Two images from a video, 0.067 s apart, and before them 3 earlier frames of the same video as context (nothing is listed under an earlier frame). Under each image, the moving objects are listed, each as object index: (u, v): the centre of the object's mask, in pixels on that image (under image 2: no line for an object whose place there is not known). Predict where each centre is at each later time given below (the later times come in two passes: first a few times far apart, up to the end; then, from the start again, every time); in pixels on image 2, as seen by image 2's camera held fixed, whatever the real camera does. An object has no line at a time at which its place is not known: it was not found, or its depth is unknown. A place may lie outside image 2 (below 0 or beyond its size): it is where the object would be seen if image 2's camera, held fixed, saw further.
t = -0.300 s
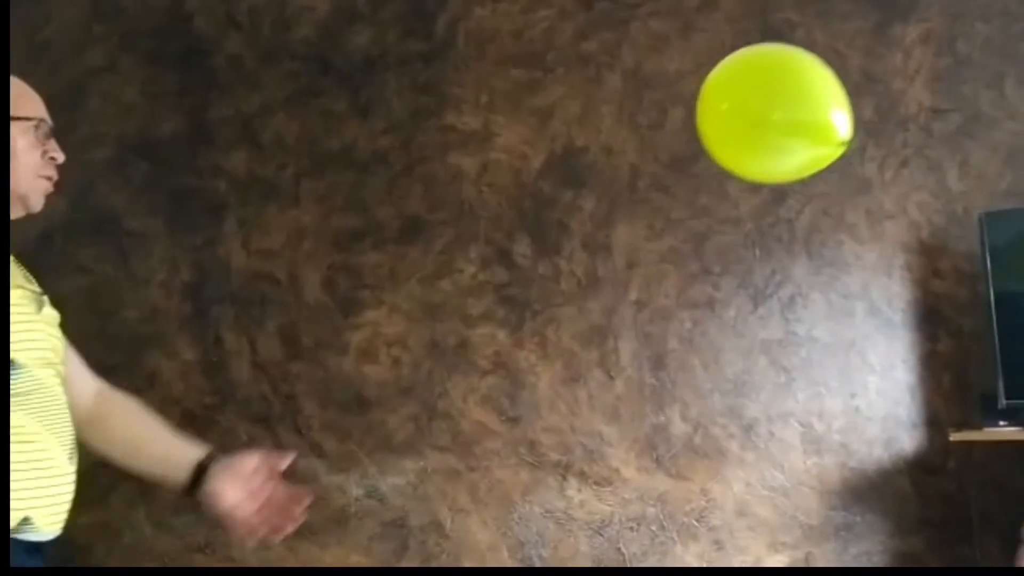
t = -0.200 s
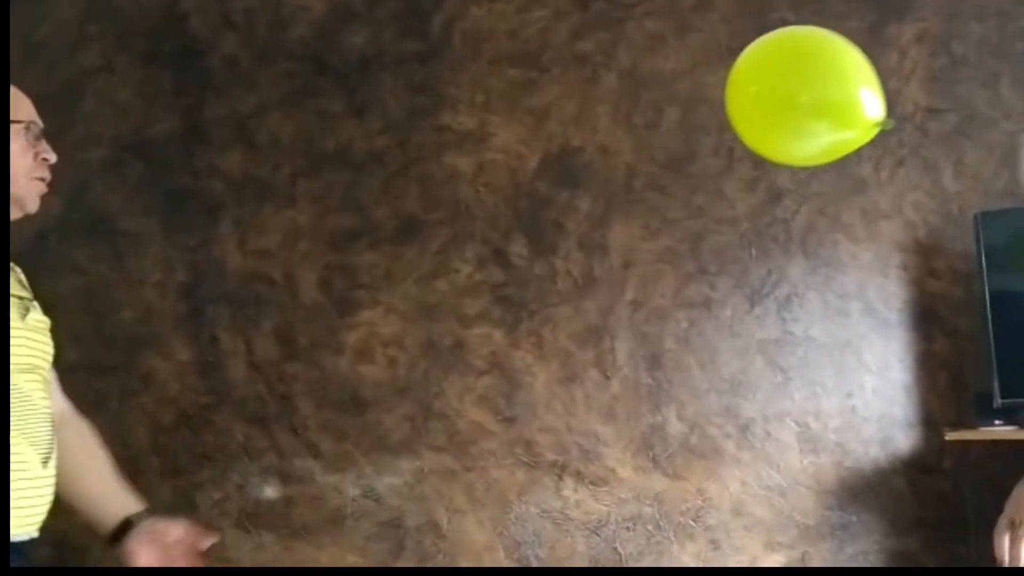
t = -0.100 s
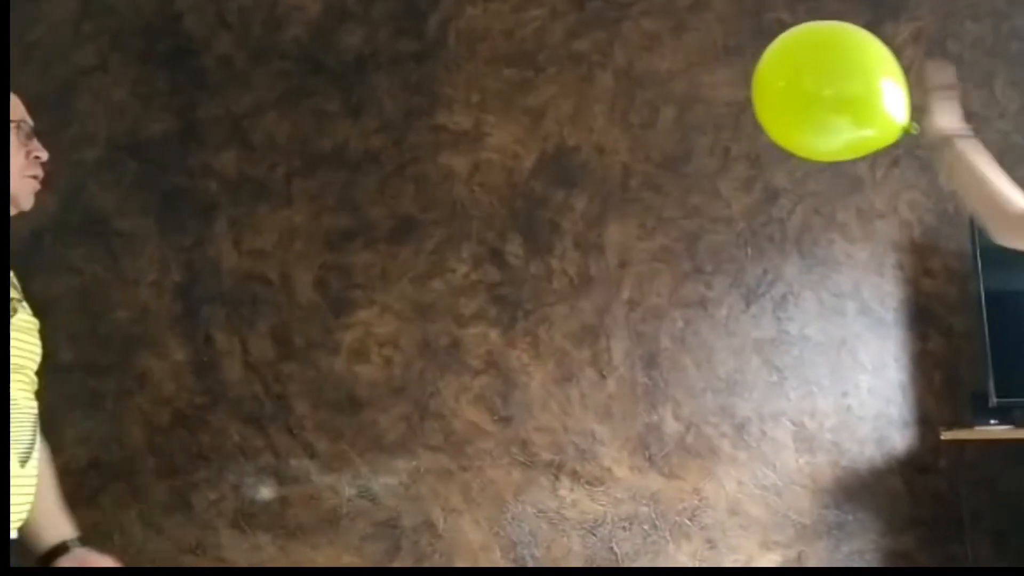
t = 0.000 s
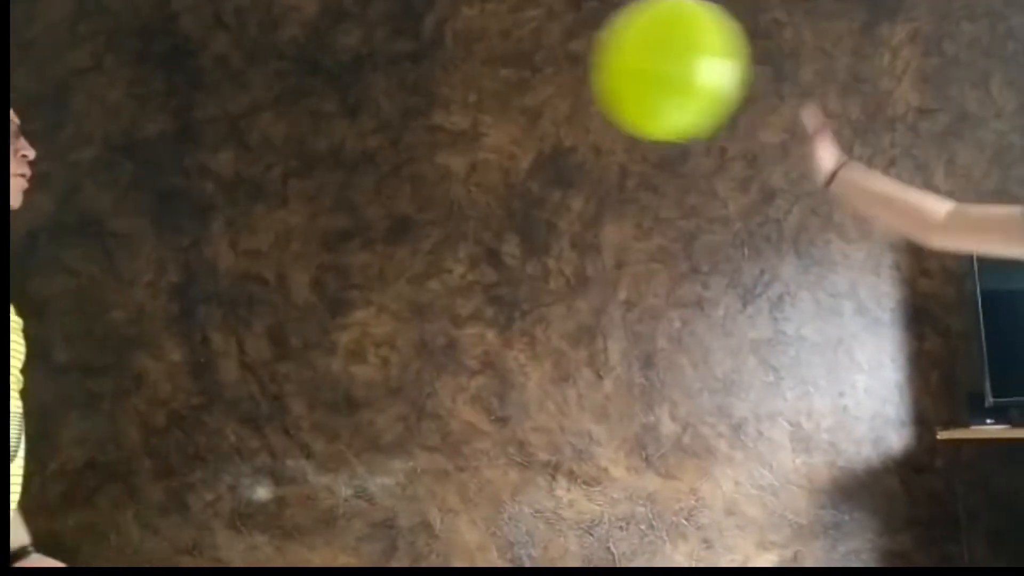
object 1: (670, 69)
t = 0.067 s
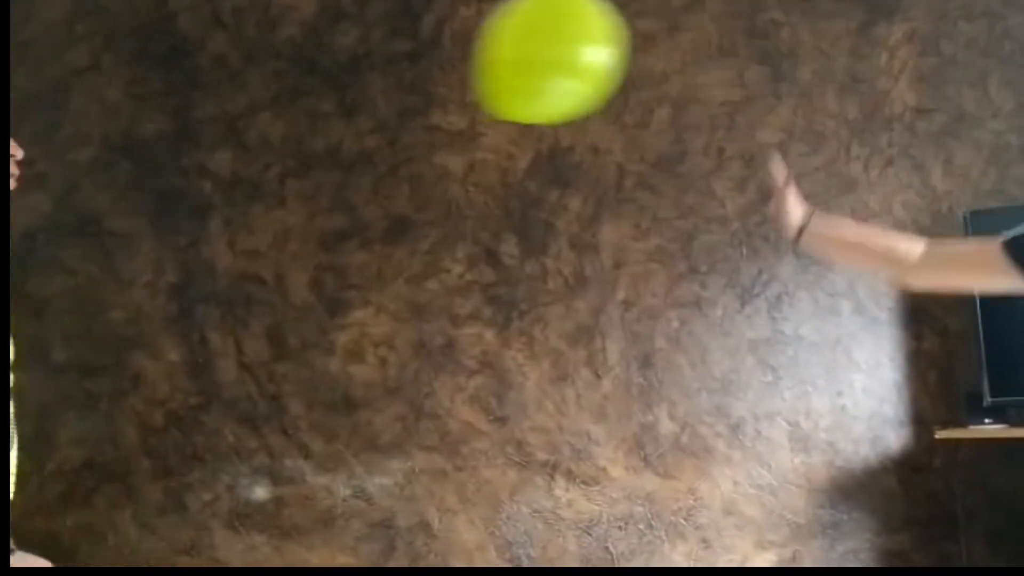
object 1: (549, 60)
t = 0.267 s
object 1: (302, 46)
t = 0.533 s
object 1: (154, 31)
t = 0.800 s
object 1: (107, 32)
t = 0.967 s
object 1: (60, 43)
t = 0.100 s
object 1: (496, 56)
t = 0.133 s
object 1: (448, 53)
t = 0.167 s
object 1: (405, 52)
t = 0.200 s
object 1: (367, 50)
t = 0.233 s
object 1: (333, 49)
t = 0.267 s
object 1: (302, 46)
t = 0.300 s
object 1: (274, 44)
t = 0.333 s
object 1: (248, 42)
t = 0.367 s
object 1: (226, 40)
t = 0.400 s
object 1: (207, 38)
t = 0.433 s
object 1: (190, 36)
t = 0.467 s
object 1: (176, 34)
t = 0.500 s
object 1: (164, 32)
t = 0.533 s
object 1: (154, 31)
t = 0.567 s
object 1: (146, 30)
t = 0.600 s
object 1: (140, 30)
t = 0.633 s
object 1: (135, 30)
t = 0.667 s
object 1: (130, 30)
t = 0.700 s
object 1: (125, 30)
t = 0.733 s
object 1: (120, 30)
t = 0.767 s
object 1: (114, 31)
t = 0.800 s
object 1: (107, 32)
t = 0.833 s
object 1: (99, 33)
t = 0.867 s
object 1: (91, 35)
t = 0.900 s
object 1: (81, 37)
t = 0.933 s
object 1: (71, 39)
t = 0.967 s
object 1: (60, 43)
